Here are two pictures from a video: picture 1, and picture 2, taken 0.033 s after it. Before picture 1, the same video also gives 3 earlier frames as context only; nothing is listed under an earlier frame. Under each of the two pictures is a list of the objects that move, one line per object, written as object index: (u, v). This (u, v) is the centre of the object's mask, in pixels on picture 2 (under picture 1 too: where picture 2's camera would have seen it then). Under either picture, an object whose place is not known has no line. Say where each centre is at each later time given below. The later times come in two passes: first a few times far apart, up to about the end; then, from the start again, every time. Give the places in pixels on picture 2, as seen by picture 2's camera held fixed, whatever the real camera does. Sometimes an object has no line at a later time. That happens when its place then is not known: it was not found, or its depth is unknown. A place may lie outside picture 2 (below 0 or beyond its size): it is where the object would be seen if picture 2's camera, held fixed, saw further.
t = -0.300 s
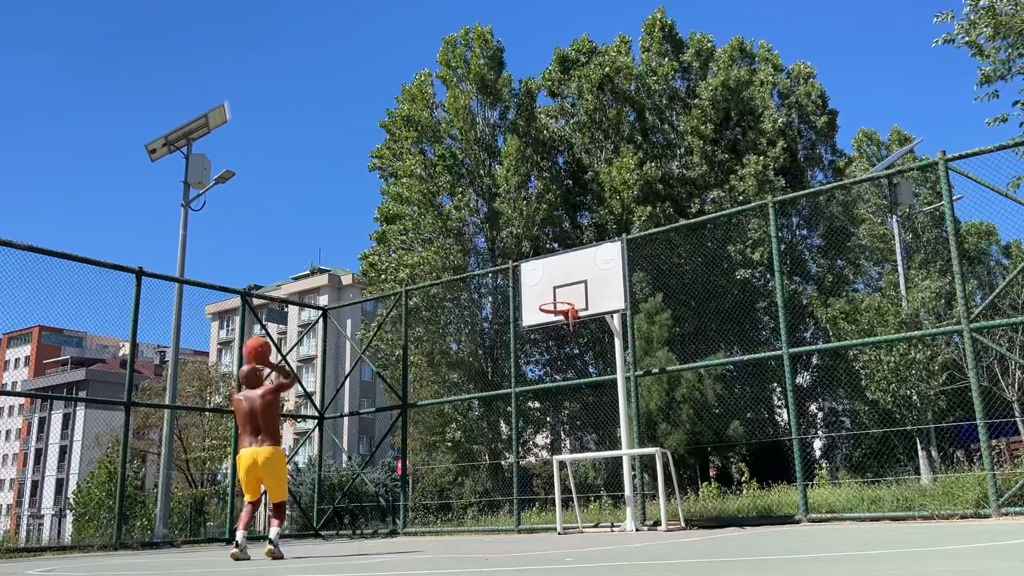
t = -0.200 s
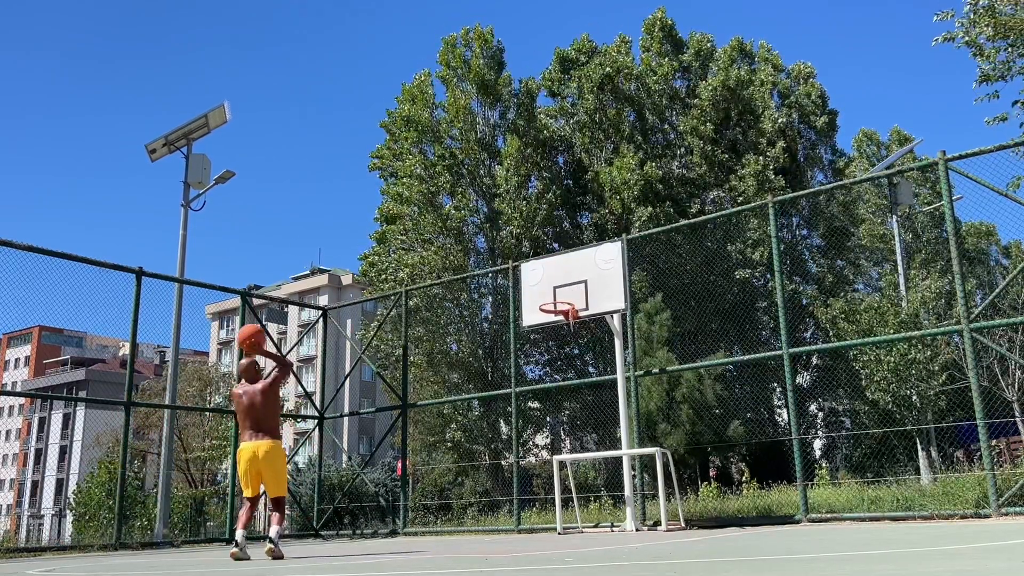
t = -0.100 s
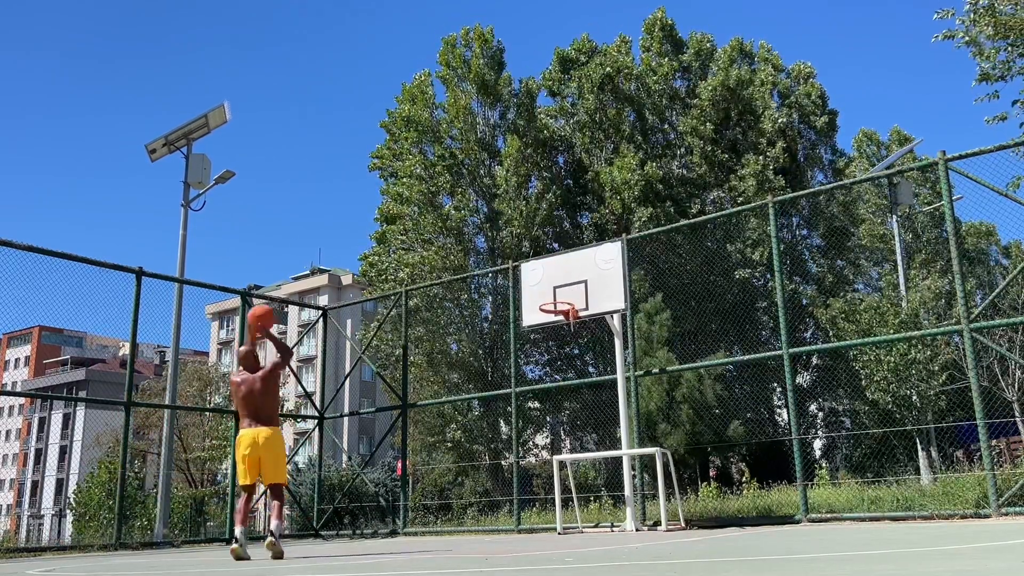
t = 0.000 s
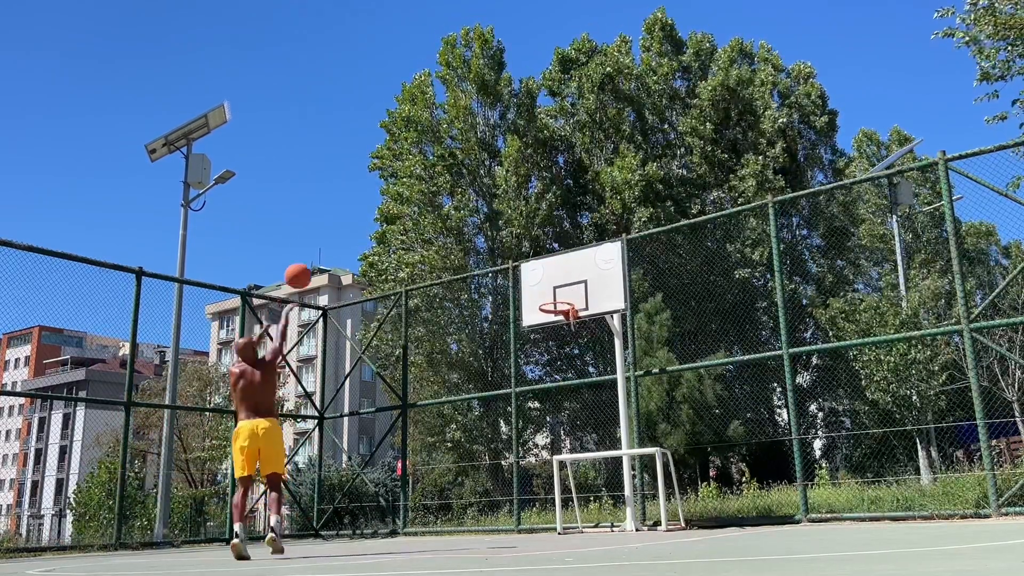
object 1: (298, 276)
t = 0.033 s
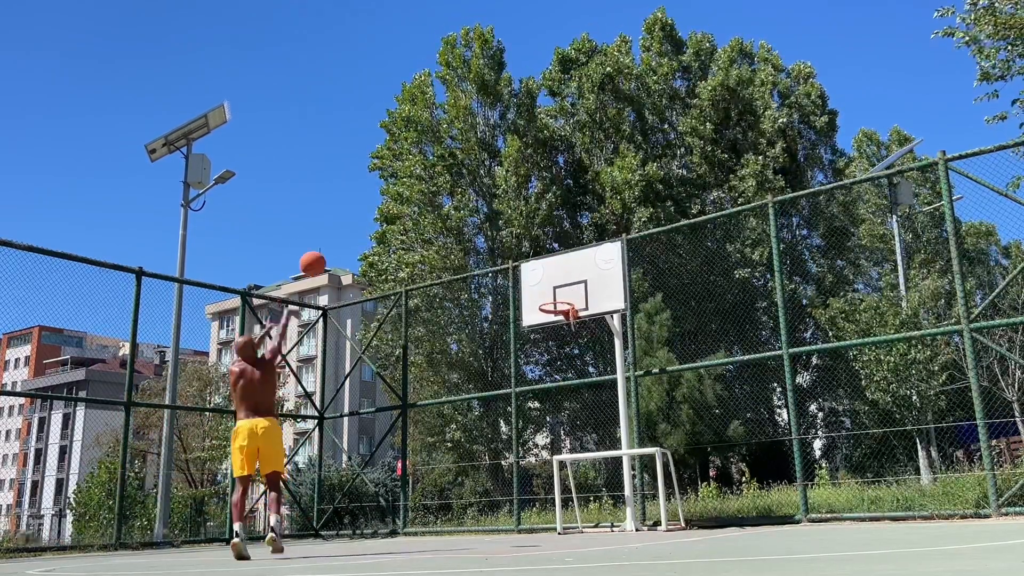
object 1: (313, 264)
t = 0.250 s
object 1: (398, 217)
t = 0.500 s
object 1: (471, 221)
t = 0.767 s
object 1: (534, 270)
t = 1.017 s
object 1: (548, 348)
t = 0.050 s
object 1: (320, 258)
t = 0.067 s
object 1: (327, 252)
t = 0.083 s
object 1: (334, 248)
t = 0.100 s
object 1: (341, 243)
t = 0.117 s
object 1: (347, 239)
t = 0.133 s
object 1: (354, 235)
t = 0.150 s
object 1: (360, 232)
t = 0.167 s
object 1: (366, 228)
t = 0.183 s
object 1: (372, 225)
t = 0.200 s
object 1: (379, 223)
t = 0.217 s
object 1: (384, 220)
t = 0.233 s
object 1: (393, 218)
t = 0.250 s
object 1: (398, 217)
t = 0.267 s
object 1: (401, 216)
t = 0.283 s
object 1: (406, 214)
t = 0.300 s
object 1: (411, 213)
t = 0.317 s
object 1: (417, 212)
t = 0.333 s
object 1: (423, 212)
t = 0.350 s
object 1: (428, 212)
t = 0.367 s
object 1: (434, 212)
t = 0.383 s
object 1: (436, 212)
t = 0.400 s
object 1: (443, 214)
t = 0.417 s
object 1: (447, 214)
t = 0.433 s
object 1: (452, 214)
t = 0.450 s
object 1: (457, 215)
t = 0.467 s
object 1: (460, 217)
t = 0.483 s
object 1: (465, 218)
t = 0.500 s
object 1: (471, 221)
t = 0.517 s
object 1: (475, 221)
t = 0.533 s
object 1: (479, 223)
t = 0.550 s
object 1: (483, 226)
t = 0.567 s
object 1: (488, 228)
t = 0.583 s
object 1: (492, 231)
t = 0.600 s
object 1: (496, 233)
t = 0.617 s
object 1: (499, 236)
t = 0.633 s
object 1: (504, 239)
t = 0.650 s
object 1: (507, 243)
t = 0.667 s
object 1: (512, 247)
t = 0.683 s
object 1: (515, 250)
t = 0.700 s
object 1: (520, 253)
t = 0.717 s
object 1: (523, 257)
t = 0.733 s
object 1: (527, 261)
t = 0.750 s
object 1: (530, 265)
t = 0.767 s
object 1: (534, 270)
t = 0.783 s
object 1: (538, 274)
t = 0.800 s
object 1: (541, 279)
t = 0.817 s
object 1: (545, 284)
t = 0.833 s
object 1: (548, 289)
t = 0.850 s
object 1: (552, 294)
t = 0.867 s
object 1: (556, 299)
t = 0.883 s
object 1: (560, 305)
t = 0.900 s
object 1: (561, 310)
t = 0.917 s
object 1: (560, 315)
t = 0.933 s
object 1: (560, 319)
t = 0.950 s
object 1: (556, 324)
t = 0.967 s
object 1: (554, 331)
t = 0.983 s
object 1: (553, 336)
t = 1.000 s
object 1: (551, 341)
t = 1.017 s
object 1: (548, 348)
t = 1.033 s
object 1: (546, 354)
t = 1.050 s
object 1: (544, 361)
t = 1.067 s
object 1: (542, 368)
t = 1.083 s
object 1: (538, 375)
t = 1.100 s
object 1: (538, 384)
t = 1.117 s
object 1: (536, 392)
